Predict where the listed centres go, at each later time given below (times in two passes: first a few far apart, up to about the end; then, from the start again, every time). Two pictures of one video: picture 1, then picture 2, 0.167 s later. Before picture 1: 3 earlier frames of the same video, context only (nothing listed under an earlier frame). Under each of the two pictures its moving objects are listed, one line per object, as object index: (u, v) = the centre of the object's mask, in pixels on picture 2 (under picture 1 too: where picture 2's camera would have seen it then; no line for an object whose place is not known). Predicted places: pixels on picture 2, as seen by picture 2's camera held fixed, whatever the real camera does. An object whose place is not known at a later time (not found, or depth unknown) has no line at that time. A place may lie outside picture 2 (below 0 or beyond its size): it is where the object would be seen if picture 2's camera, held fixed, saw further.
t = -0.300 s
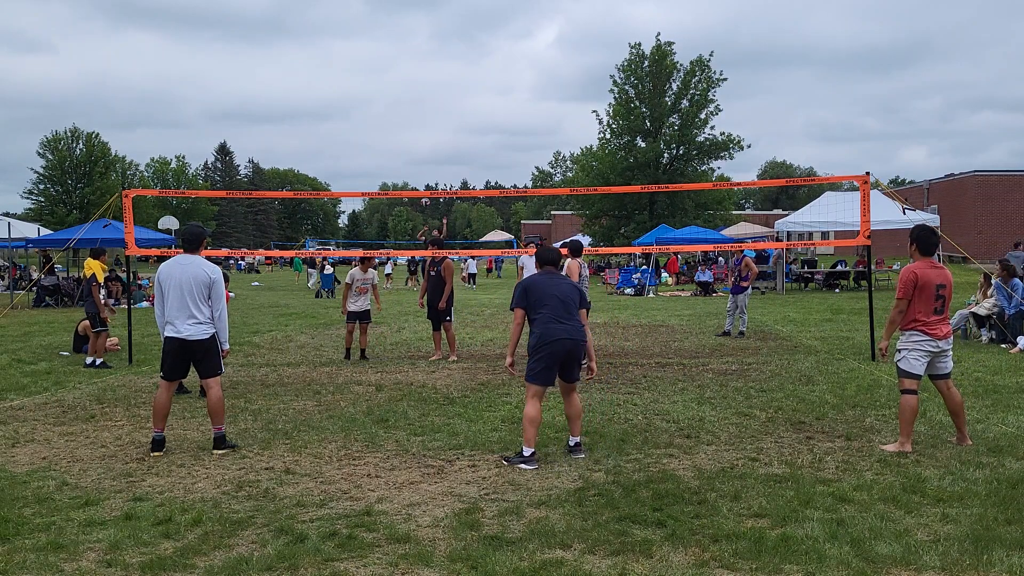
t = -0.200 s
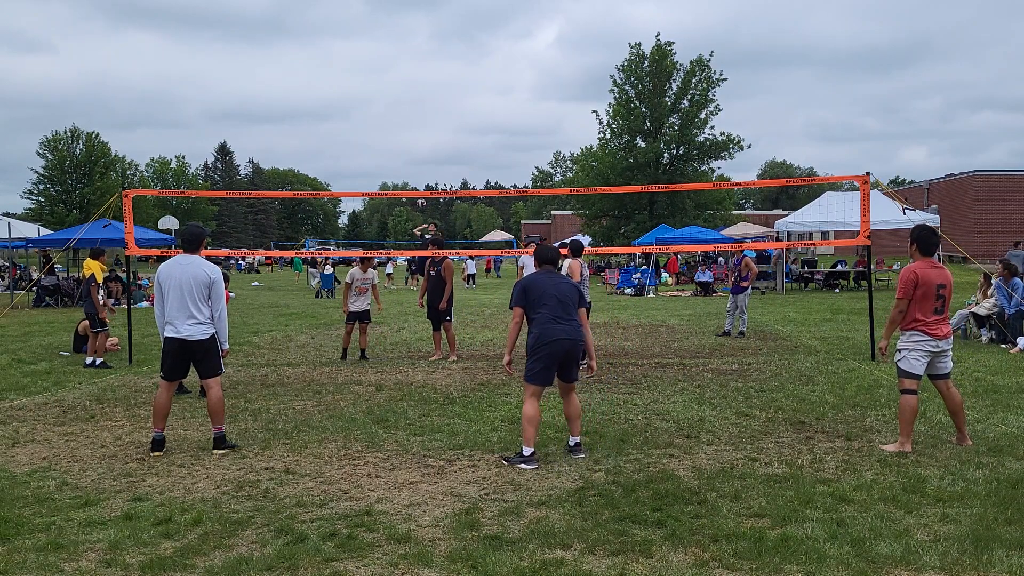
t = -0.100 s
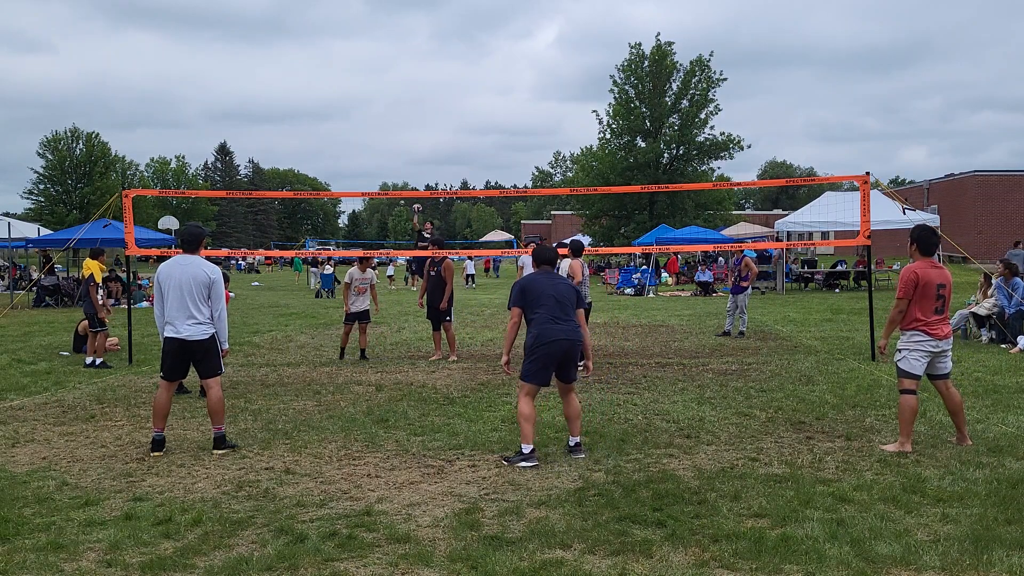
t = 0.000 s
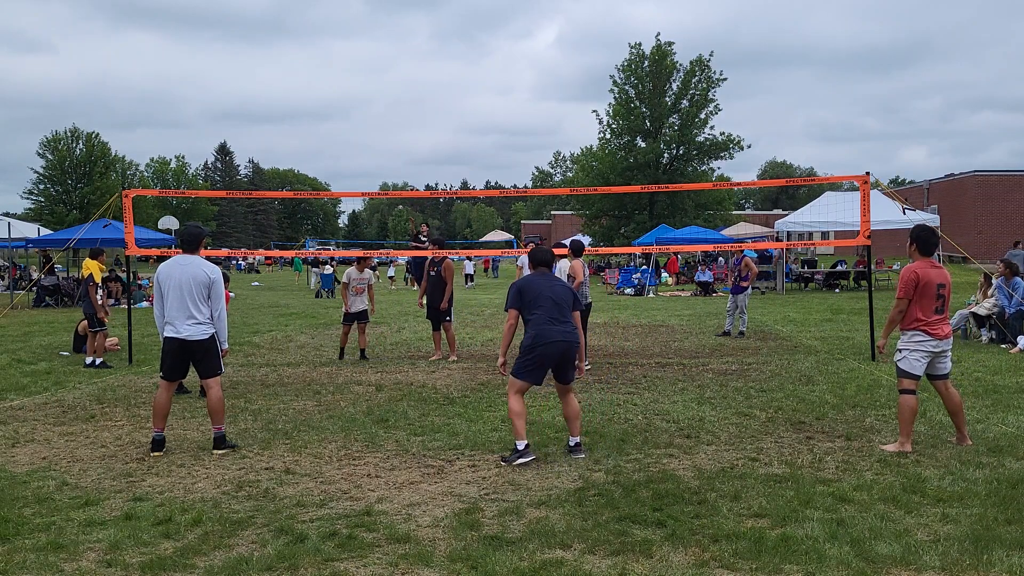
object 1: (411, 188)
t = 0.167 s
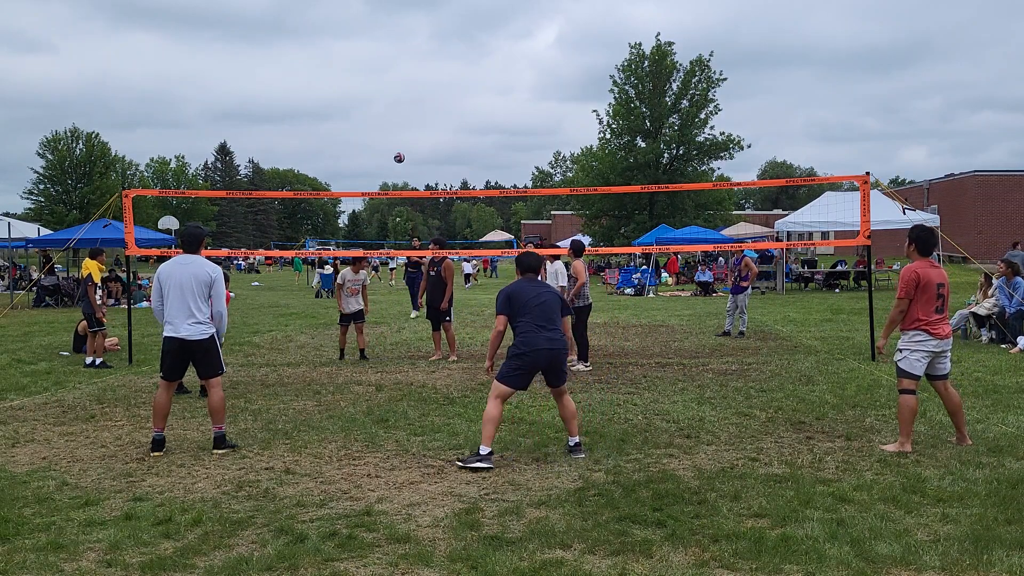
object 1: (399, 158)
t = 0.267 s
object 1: (390, 140)
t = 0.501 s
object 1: (364, 109)
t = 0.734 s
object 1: (325, 112)
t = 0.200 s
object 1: (396, 152)
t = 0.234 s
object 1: (393, 146)
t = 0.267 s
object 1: (390, 140)
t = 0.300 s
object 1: (387, 135)
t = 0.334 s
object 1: (384, 130)
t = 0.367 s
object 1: (380, 125)
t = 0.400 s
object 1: (376, 120)
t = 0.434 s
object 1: (372, 116)
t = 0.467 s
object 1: (368, 112)
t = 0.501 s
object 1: (364, 109)
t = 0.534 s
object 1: (360, 106)
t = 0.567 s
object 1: (355, 104)
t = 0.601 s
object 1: (350, 103)
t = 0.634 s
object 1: (344, 104)
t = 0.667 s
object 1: (338, 105)
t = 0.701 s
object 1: (332, 108)
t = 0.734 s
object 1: (325, 112)
